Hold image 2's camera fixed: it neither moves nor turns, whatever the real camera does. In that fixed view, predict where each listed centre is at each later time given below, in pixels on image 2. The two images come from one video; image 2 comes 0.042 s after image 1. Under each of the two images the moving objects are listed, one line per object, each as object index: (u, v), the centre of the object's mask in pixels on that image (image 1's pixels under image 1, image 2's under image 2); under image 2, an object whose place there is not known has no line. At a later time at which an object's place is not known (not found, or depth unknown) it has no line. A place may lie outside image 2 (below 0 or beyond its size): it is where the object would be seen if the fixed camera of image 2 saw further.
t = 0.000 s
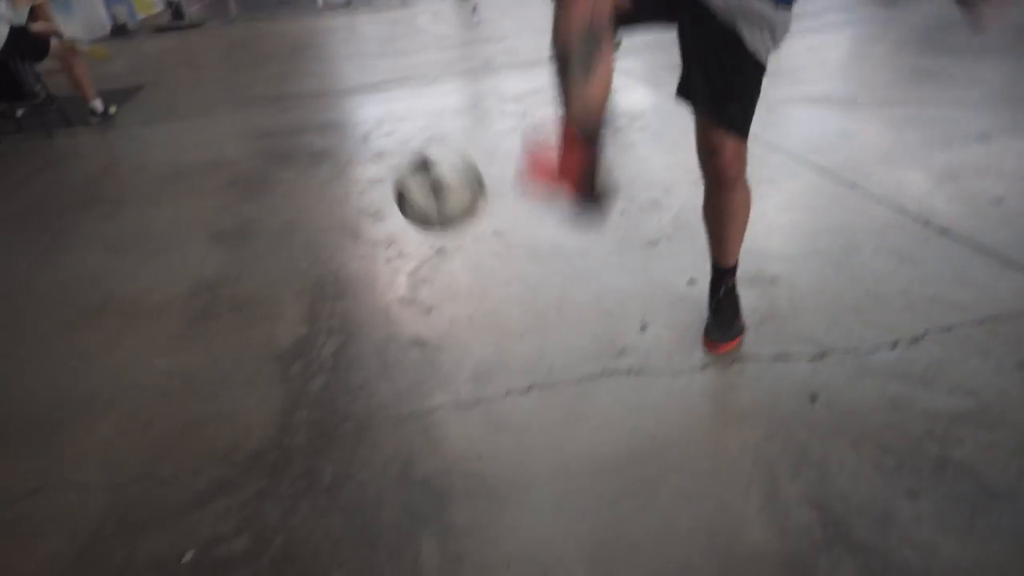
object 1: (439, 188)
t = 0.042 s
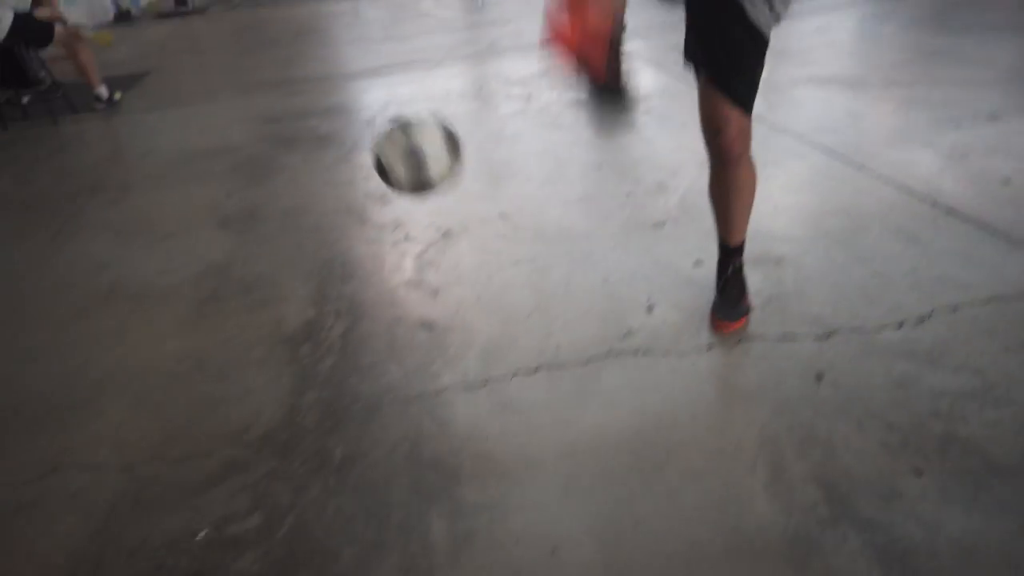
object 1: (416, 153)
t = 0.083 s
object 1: (390, 140)
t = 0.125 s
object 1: (366, 134)
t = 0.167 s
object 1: (343, 135)
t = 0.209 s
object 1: (324, 142)
